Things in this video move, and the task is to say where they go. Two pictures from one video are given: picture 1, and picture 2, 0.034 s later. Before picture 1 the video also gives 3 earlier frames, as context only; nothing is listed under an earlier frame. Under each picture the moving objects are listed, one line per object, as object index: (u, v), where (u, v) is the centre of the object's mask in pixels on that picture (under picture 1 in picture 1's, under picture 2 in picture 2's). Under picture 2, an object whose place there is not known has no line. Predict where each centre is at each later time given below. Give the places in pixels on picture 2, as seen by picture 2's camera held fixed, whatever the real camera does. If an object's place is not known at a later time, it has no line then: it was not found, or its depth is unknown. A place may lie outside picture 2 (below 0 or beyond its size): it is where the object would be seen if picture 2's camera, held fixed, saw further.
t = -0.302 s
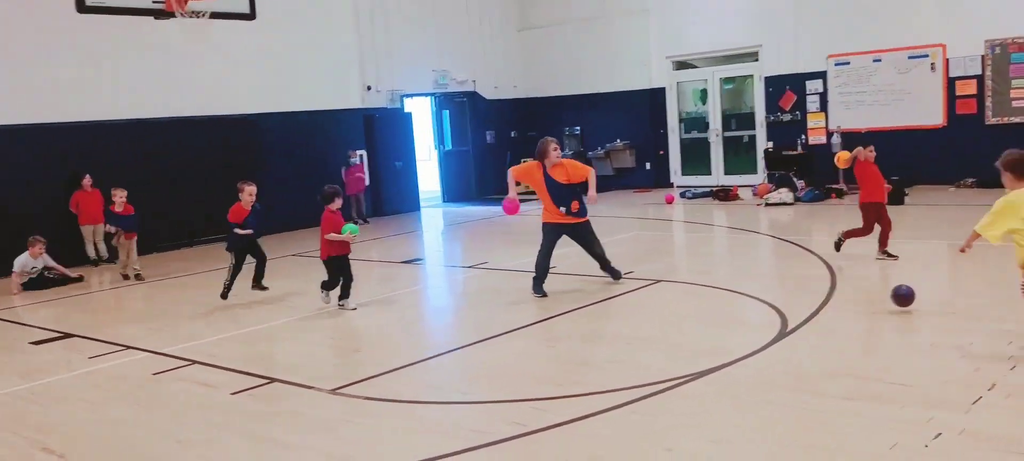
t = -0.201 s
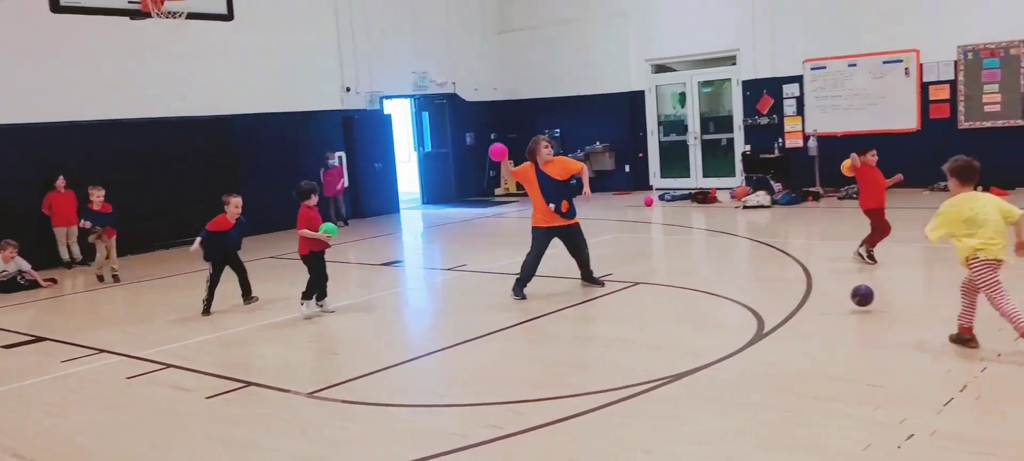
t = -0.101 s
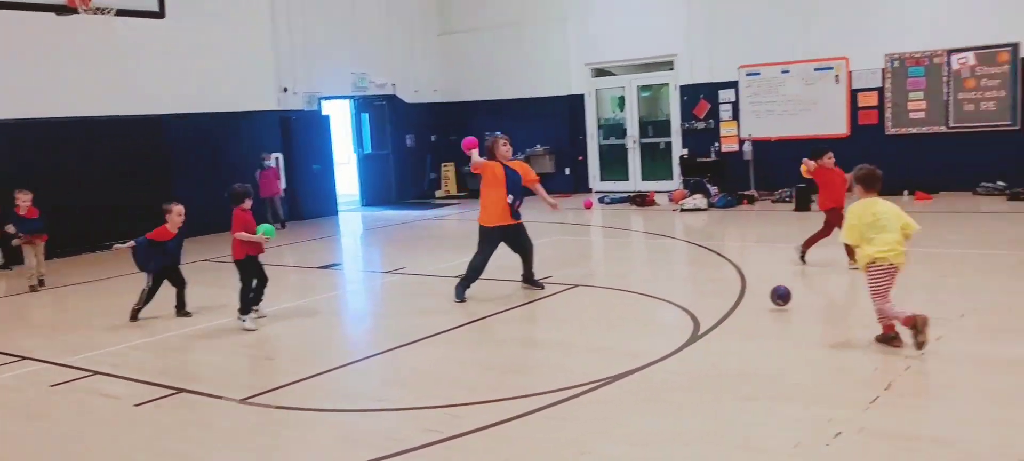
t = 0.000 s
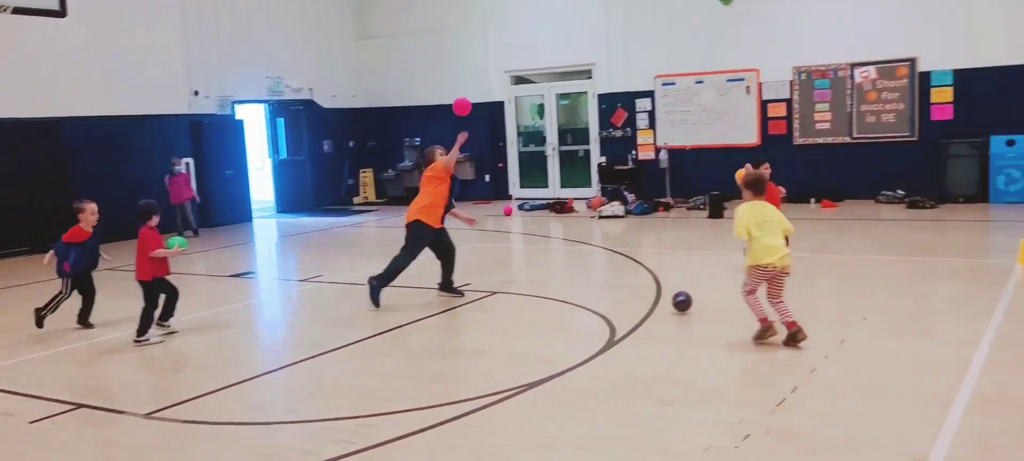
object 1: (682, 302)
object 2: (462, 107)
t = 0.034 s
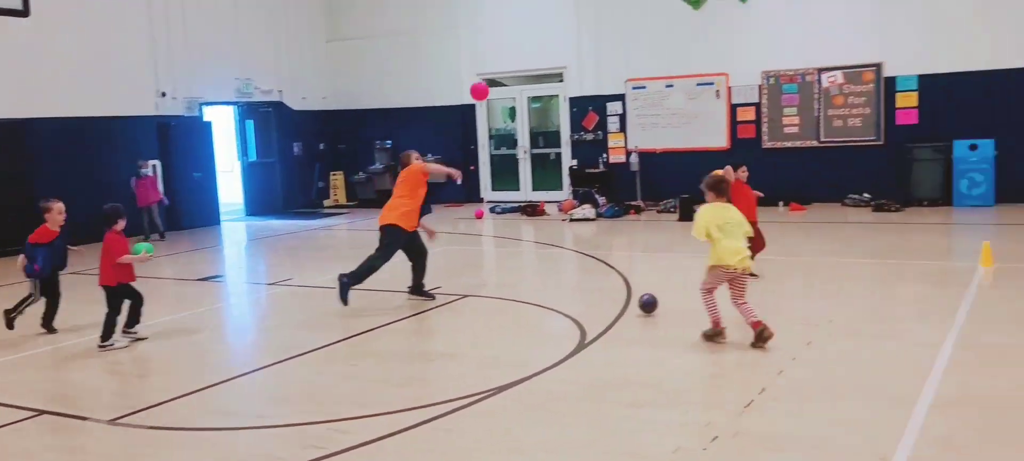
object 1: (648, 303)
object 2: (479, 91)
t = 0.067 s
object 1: (644, 304)
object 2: (527, 74)
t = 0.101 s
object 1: (641, 304)
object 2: (575, 58)
